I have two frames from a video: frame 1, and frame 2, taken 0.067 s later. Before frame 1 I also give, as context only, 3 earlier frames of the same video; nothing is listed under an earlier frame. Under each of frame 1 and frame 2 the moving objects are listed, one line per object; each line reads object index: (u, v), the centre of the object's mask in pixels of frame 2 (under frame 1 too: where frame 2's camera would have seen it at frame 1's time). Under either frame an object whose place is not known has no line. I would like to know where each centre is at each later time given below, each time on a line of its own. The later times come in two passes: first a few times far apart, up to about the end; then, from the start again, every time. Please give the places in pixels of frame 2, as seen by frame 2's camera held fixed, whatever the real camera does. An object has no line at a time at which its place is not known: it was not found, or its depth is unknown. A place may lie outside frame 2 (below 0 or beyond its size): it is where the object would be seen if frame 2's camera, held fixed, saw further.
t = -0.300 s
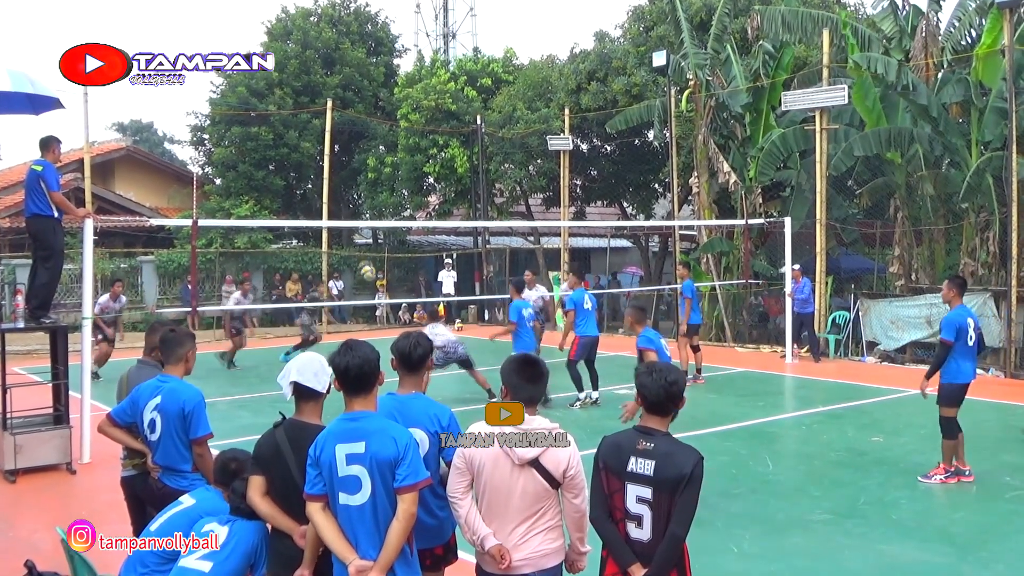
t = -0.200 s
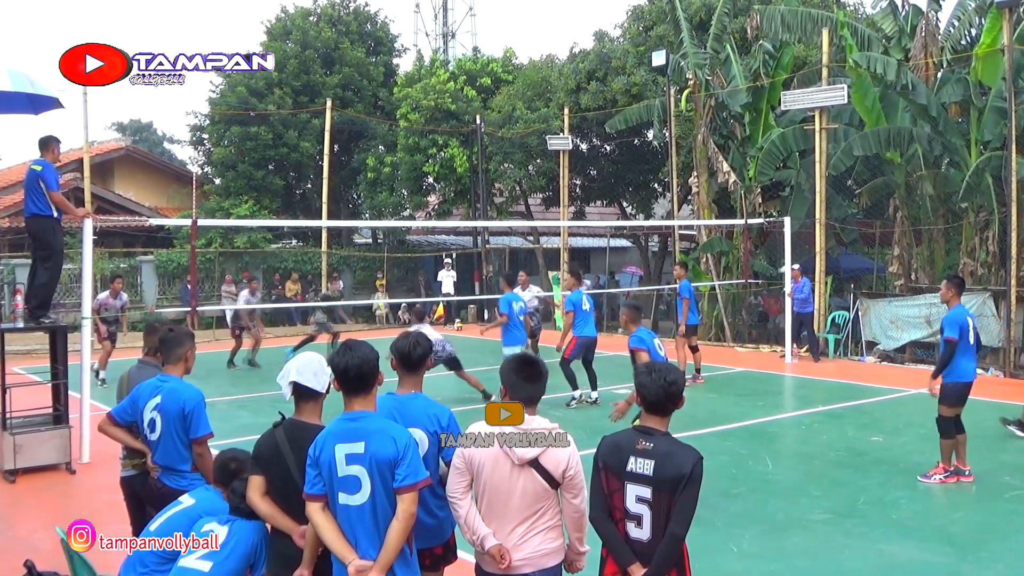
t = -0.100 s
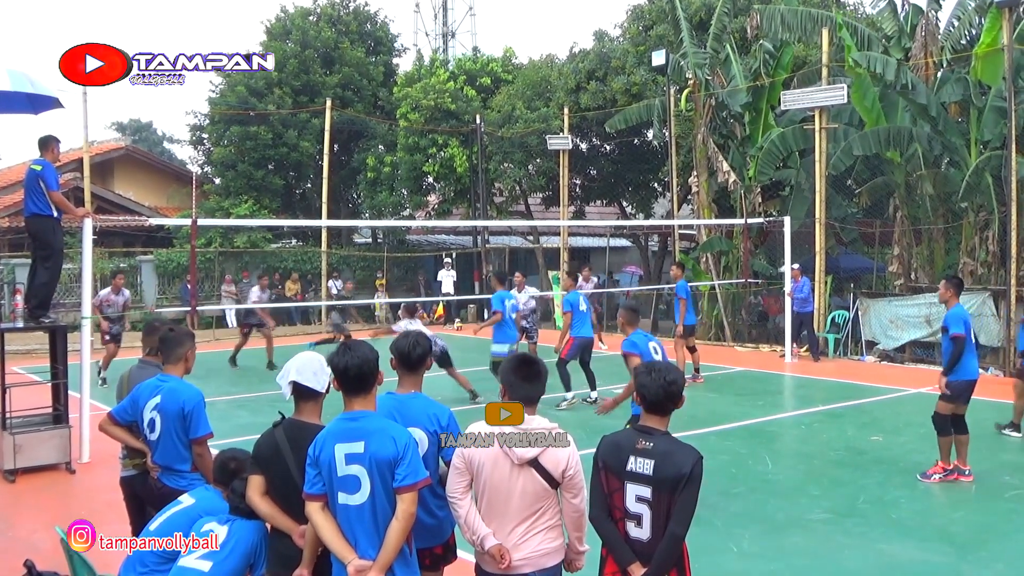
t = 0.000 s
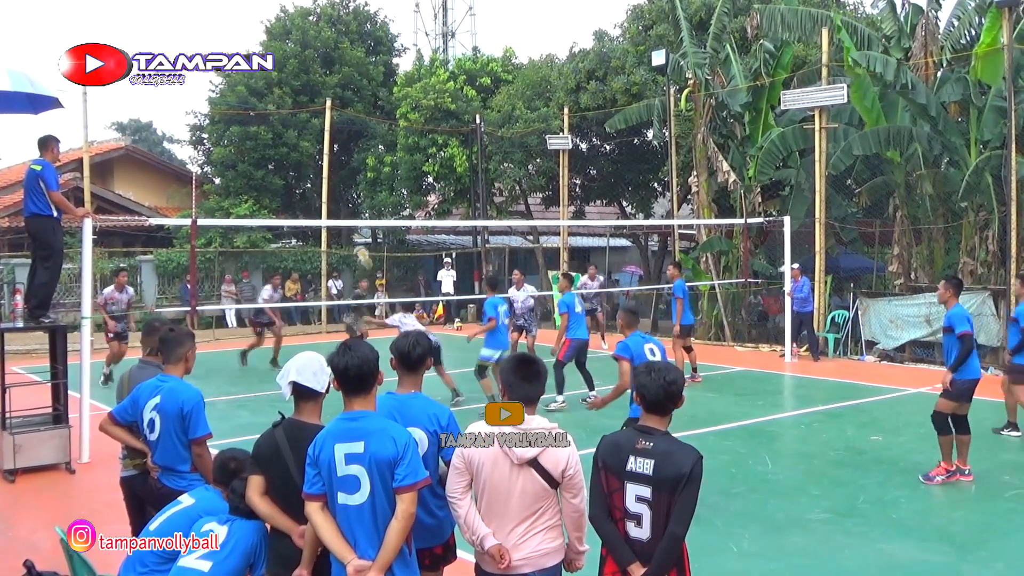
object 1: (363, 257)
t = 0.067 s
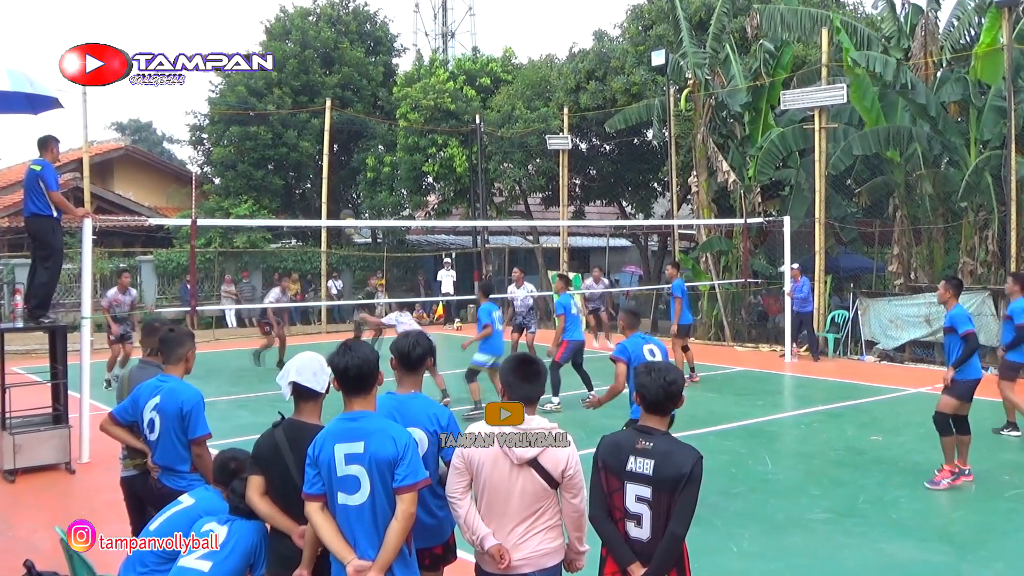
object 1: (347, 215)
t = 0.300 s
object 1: (311, 142)
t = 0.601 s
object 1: (264, 92)
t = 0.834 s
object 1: (229, 97)
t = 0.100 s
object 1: (344, 210)
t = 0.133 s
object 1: (338, 196)
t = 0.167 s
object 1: (335, 185)
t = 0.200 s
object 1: (328, 174)
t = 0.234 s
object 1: (321, 161)
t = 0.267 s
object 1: (315, 149)
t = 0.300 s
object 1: (311, 142)
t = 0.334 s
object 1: (305, 132)
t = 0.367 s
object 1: (300, 125)
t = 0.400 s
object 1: (295, 119)
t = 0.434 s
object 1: (289, 112)
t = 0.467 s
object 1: (284, 105)
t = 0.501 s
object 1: (279, 101)
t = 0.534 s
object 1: (273, 97)
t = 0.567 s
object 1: (268, 94)
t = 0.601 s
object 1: (264, 92)
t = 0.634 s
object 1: (258, 90)
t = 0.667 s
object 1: (253, 88)
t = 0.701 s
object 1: (248, 89)
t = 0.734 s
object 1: (243, 90)
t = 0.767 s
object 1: (238, 92)
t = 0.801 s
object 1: (233, 94)
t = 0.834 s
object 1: (229, 97)
